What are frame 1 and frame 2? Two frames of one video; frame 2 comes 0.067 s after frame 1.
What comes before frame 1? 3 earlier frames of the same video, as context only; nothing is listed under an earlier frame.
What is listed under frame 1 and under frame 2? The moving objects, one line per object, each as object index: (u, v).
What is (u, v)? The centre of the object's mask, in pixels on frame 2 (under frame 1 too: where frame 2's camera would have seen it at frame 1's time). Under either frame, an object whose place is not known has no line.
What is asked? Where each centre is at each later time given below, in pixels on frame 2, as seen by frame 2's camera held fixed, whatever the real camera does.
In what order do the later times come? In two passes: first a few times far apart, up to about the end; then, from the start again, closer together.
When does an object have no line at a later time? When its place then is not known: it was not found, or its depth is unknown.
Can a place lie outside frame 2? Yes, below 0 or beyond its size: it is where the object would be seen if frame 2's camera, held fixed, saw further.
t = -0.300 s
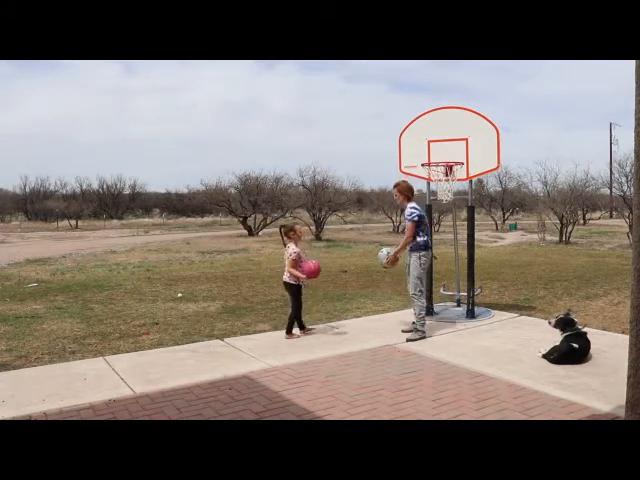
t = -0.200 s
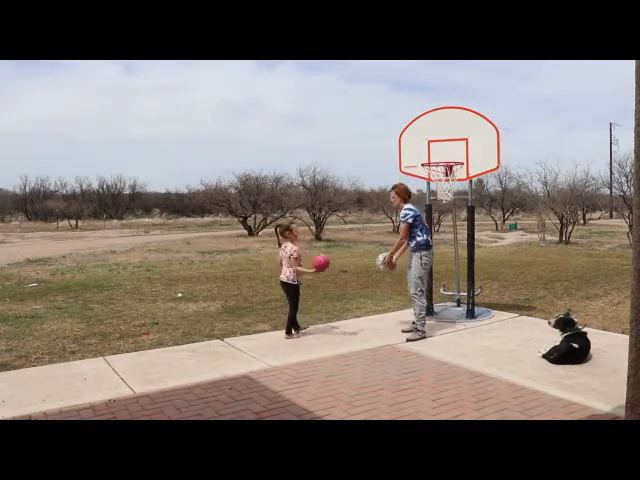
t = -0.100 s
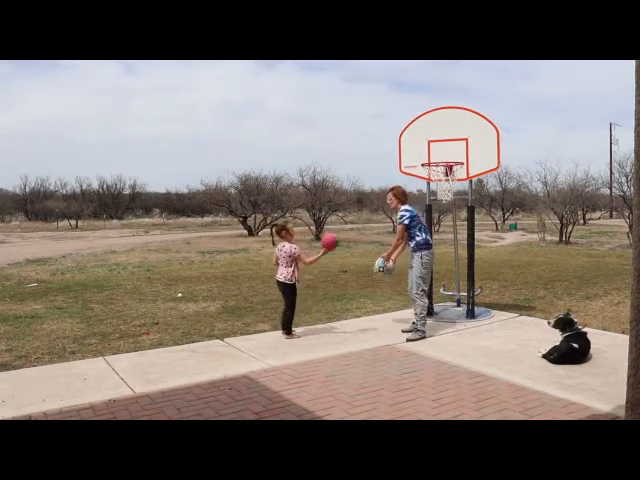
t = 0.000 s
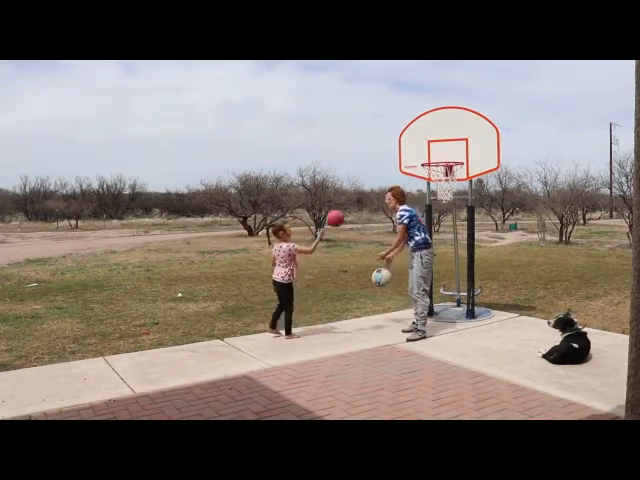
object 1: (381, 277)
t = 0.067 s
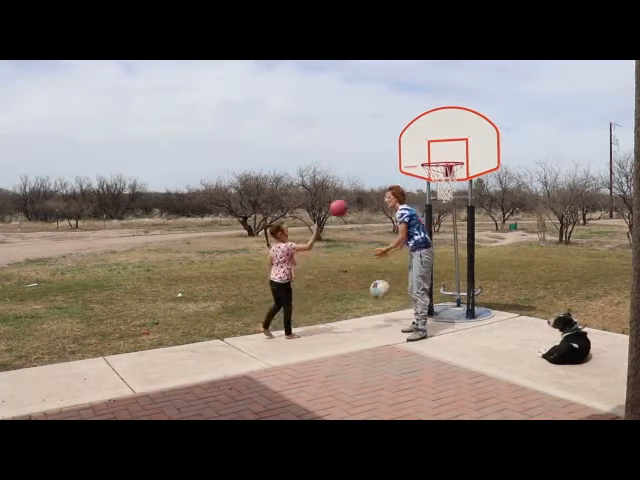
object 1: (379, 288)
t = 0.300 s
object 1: (373, 289)
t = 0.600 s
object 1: (366, 284)
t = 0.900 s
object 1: (361, 290)
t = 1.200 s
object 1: (357, 305)
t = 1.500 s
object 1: (348, 305)
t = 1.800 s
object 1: (340, 301)
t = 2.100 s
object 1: (334, 298)
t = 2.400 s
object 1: (330, 295)
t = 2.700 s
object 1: (328, 293)
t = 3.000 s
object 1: (328, 291)
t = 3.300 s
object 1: (333, 290)
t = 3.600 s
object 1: (335, 290)
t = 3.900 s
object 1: (335, 290)
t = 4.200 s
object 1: (333, 290)
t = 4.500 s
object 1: (332, 291)
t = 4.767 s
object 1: (332, 291)
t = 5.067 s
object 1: (332, 291)
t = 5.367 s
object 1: (332, 291)
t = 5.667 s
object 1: (332, 291)
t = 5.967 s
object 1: (332, 291)
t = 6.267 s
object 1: (332, 291)
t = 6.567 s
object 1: (332, 291)
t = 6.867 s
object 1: (332, 291)
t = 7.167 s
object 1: (332, 291)
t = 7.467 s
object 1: (332, 291)
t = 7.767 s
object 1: (332, 291)
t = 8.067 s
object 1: (332, 291)
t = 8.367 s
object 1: (332, 291)
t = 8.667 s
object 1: (332, 291)
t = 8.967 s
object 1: (332, 291)
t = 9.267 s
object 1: (332, 291)
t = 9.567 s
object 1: (332, 291)
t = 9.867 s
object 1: (332, 291)
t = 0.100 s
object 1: (378, 295)
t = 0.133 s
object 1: (377, 303)
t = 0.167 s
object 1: (377, 313)
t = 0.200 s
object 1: (376, 306)
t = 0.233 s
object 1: (375, 298)
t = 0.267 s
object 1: (375, 293)
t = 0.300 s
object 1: (373, 289)
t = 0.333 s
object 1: (373, 285)
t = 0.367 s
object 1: (372, 282)
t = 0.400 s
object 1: (371, 279)
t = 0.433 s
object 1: (370, 278)
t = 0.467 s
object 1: (370, 278)
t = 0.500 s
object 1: (369, 278)
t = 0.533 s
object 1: (368, 279)
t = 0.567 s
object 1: (367, 281)
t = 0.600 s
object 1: (366, 284)
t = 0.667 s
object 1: (365, 293)
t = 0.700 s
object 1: (364, 298)
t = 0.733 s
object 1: (363, 305)
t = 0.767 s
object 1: (363, 306)
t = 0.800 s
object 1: (362, 301)
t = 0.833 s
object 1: (362, 296)
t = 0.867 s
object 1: (362, 293)
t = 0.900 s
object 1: (361, 290)
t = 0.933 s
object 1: (360, 288)
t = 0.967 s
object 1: (360, 287)
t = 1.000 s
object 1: (360, 287)
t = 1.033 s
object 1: (359, 287)
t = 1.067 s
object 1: (359, 289)
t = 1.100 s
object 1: (358, 292)
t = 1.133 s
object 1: (358, 295)
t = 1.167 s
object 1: (358, 300)
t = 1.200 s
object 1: (357, 305)
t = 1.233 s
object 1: (357, 309)
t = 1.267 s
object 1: (355, 308)
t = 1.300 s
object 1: (354, 308)
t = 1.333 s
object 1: (353, 308)
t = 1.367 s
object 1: (352, 308)
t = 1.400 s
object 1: (351, 308)
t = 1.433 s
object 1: (350, 306)
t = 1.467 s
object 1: (349, 305)
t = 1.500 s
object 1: (348, 305)
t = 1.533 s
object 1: (346, 305)
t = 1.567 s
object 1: (345, 304)
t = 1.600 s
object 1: (344, 304)
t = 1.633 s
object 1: (344, 303)
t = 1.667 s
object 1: (343, 303)
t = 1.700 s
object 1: (342, 302)
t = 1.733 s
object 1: (342, 302)
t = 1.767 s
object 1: (341, 302)
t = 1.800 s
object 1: (340, 301)
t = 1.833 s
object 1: (340, 301)
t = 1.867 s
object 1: (339, 301)
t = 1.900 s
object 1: (338, 300)
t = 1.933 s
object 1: (337, 300)
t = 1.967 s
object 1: (337, 300)
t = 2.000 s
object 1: (336, 299)
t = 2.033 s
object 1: (335, 299)
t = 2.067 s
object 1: (334, 298)
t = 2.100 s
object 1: (334, 298)
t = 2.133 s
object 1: (334, 298)
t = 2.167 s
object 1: (333, 297)
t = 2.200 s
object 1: (333, 297)
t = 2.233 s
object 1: (332, 297)
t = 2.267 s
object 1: (332, 297)
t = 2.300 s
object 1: (332, 296)
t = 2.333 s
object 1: (331, 296)
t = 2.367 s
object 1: (331, 295)
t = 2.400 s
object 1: (330, 295)
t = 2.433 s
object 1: (330, 295)
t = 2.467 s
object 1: (330, 295)
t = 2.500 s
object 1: (329, 294)
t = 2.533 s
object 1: (329, 294)
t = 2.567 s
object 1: (328, 294)
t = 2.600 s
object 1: (328, 294)
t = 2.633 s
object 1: (328, 294)
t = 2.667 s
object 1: (328, 294)
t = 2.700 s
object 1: (328, 293)
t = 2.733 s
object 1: (328, 293)
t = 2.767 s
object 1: (328, 293)
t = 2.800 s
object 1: (328, 293)
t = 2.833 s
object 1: (328, 293)
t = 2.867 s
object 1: (328, 292)
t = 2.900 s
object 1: (328, 292)
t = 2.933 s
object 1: (328, 292)
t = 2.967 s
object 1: (328, 291)
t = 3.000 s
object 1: (328, 291)
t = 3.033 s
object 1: (329, 291)
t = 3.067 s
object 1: (329, 291)
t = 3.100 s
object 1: (329, 291)
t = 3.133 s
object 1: (330, 291)
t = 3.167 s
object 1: (330, 291)
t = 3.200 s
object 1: (331, 291)
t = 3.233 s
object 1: (332, 291)
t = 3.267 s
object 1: (332, 290)
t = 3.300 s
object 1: (333, 290)
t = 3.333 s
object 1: (333, 290)
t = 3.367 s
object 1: (334, 290)
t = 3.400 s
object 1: (334, 290)
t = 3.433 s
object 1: (334, 290)
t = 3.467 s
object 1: (335, 290)
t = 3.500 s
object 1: (335, 290)
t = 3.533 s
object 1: (335, 290)
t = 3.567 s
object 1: (335, 290)
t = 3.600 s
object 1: (335, 290)
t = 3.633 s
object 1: (335, 290)
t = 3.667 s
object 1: (335, 290)
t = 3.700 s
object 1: (335, 290)
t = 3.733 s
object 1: (335, 290)
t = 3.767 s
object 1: (335, 290)
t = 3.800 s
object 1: (335, 290)
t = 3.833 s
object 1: (335, 290)
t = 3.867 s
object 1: (335, 290)
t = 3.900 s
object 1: (335, 290)
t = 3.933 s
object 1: (335, 290)
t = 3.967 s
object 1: (335, 290)
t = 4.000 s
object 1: (334, 290)
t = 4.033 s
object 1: (334, 290)
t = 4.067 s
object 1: (334, 290)
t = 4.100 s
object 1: (334, 290)
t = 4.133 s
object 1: (334, 290)
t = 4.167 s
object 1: (333, 290)
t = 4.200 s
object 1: (333, 290)
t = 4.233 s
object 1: (333, 290)
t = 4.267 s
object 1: (333, 290)
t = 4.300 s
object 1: (333, 290)
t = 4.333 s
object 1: (333, 290)
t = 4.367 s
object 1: (332, 290)
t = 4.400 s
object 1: (332, 290)
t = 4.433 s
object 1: (332, 291)
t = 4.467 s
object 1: (332, 291)
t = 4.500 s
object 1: (332, 291)
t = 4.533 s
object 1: (332, 291)
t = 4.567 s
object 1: (332, 291)
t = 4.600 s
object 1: (332, 291)
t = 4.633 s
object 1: (332, 291)
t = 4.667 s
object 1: (332, 291)
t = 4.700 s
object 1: (332, 291)
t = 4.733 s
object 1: (332, 291)
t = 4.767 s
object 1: (332, 291)
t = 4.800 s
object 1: (332, 291)
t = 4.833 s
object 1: (332, 291)
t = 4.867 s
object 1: (332, 291)
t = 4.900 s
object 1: (332, 291)
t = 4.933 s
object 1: (332, 291)
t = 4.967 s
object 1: (332, 291)
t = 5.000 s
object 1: (332, 291)
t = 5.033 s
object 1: (332, 291)
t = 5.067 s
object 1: (332, 291)
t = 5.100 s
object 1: (332, 291)
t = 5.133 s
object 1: (332, 291)
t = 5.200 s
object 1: (332, 291)
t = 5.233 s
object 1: (332, 291)
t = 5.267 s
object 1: (332, 291)
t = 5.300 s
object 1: (332, 291)
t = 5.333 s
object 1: (332, 291)
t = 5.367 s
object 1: (332, 291)
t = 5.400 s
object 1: (332, 291)
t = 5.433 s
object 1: (332, 291)
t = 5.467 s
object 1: (332, 291)
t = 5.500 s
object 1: (332, 291)
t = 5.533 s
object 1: (332, 291)
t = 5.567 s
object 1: (332, 291)
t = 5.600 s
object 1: (332, 291)
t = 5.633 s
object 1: (332, 291)
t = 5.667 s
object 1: (332, 291)
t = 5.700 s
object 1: (332, 291)
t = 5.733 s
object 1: (332, 291)
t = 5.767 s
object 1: (332, 291)
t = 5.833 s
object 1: (332, 291)
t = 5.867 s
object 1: (332, 291)
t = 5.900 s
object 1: (332, 291)
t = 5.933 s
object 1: (332, 291)
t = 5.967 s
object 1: (332, 291)
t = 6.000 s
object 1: (332, 291)
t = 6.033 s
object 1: (332, 291)
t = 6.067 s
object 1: (332, 291)
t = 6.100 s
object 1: (332, 291)
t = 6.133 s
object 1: (332, 291)
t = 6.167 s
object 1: (332, 291)
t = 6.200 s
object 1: (332, 291)
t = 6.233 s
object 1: (332, 291)
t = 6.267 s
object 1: (332, 291)
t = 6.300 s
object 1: (332, 291)
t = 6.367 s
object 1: (332, 291)
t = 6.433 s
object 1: (332, 291)
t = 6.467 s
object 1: (332, 291)
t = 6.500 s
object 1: (332, 291)
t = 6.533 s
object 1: (332, 291)
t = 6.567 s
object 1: (332, 291)
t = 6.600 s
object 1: (332, 291)
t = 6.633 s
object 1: (332, 291)
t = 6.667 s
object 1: (332, 291)
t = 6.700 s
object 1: (332, 291)
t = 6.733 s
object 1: (332, 291)
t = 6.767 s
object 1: (332, 291)
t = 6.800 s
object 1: (332, 291)
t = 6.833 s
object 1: (332, 291)
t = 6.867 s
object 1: (332, 291)
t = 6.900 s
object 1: (332, 291)
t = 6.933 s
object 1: (332, 291)
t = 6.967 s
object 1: (332, 291)
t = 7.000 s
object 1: (332, 291)
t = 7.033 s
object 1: (332, 291)
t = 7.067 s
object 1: (332, 291)
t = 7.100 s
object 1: (332, 291)
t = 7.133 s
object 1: (332, 291)
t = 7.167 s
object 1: (332, 291)
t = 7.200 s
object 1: (332, 291)
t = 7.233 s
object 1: (332, 291)
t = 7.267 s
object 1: (332, 291)
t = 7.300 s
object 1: (332, 291)
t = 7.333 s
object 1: (332, 291)
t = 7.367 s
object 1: (332, 291)
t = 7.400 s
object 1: (332, 291)
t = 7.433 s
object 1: (332, 291)
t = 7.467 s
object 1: (332, 291)
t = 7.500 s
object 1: (332, 291)
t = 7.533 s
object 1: (332, 291)
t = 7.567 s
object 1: (332, 291)
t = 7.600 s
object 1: (332, 291)
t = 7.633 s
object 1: (332, 291)
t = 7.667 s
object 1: (332, 291)
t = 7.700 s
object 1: (332, 291)
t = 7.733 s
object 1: (332, 291)
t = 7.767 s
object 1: (332, 291)
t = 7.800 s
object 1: (332, 291)
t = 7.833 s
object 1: (332, 291)
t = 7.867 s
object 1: (332, 291)
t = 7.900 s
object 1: (332, 291)
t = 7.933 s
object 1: (332, 291)
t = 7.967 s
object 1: (332, 291)
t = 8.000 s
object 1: (332, 291)
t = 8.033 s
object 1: (332, 291)
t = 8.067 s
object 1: (332, 291)
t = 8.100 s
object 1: (332, 291)
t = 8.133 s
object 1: (332, 291)
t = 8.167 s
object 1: (332, 291)
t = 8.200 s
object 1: (332, 291)
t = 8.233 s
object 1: (332, 291)
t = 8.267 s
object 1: (332, 291)
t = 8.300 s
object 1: (332, 291)
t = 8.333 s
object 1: (332, 291)
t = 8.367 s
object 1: (332, 291)
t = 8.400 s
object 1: (332, 291)
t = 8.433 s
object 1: (332, 291)
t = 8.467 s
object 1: (332, 291)
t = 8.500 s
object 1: (332, 291)
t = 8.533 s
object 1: (332, 291)
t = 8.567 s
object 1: (332, 291)
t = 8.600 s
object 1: (332, 291)
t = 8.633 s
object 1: (332, 291)
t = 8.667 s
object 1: (332, 291)
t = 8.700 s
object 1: (332, 291)
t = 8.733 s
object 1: (332, 291)
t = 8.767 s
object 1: (332, 291)
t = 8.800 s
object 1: (332, 291)
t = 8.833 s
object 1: (332, 291)
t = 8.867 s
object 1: (332, 291)
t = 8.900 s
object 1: (332, 291)
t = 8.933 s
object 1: (332, 291)
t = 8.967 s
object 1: (332, 291)
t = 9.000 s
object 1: (332, 291)
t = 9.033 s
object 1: (332, 291)
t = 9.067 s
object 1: (332, 291)
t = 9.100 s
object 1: (332, 291)
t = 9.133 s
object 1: (332, 291)
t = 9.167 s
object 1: (332, 291)
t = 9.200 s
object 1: (332, 291)
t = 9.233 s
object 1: (332, 291)
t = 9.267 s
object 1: (332, 291)
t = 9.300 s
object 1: (332, 291)
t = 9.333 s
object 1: (332, 291)
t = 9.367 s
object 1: (332, 291)
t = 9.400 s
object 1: (332, 291)
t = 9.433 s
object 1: (332, 291)
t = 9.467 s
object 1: (332, 291)
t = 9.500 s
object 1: (332, 291)
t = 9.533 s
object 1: (332, 291)
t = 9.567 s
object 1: (332, 291)
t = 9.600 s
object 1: (332, 291)
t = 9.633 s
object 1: (332, 291)
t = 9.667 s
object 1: (332, 291)
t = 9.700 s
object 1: (332, 291)
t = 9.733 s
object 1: (332, 291)
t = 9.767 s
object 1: (332, 291)
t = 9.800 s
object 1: (332, 291)
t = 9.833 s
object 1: (332, 291)
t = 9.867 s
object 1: (332, 291)
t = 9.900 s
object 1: (332, 291)
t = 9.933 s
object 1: (332, 291)
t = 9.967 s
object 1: (332, 291)
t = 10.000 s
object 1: (332, 291)
